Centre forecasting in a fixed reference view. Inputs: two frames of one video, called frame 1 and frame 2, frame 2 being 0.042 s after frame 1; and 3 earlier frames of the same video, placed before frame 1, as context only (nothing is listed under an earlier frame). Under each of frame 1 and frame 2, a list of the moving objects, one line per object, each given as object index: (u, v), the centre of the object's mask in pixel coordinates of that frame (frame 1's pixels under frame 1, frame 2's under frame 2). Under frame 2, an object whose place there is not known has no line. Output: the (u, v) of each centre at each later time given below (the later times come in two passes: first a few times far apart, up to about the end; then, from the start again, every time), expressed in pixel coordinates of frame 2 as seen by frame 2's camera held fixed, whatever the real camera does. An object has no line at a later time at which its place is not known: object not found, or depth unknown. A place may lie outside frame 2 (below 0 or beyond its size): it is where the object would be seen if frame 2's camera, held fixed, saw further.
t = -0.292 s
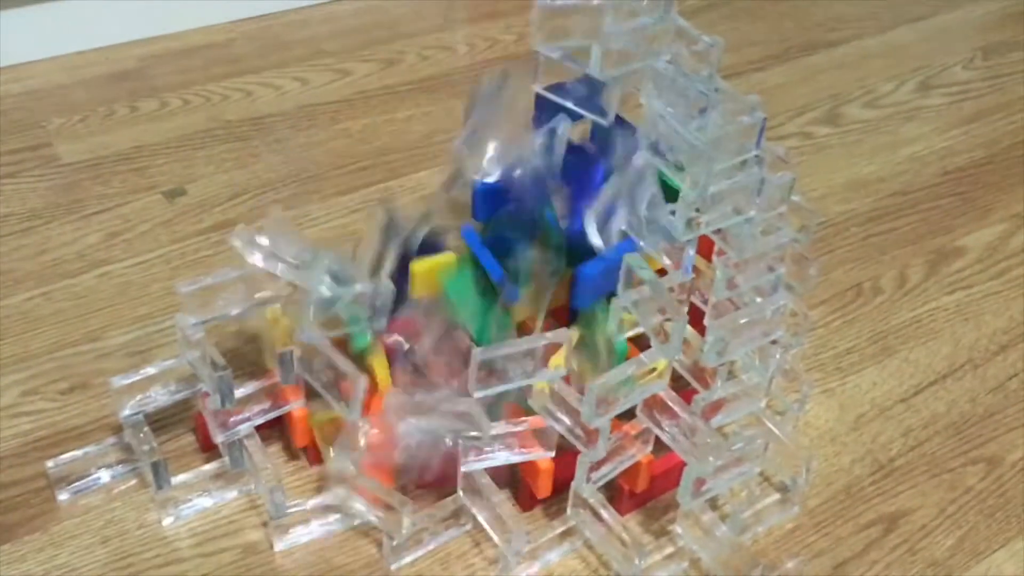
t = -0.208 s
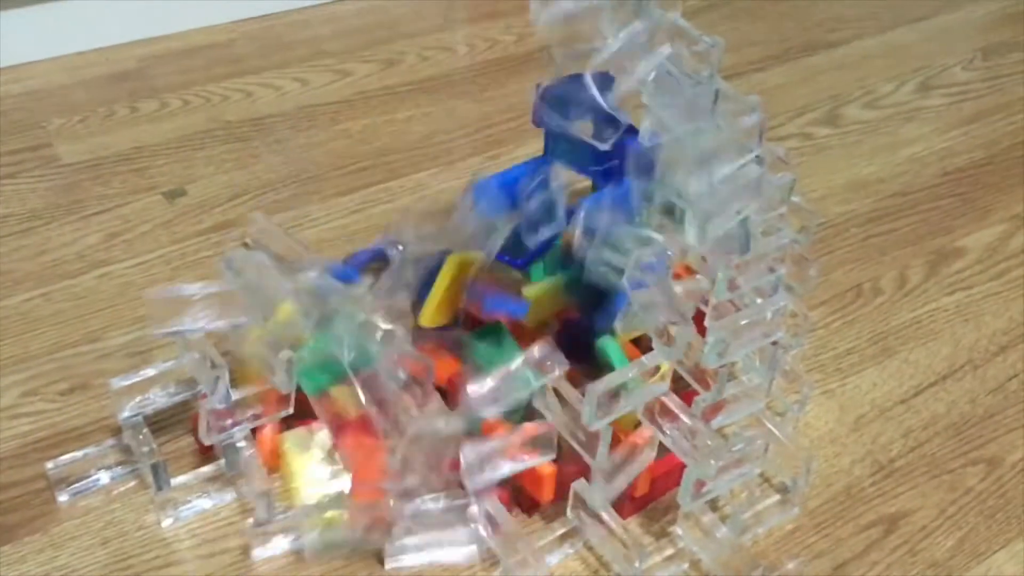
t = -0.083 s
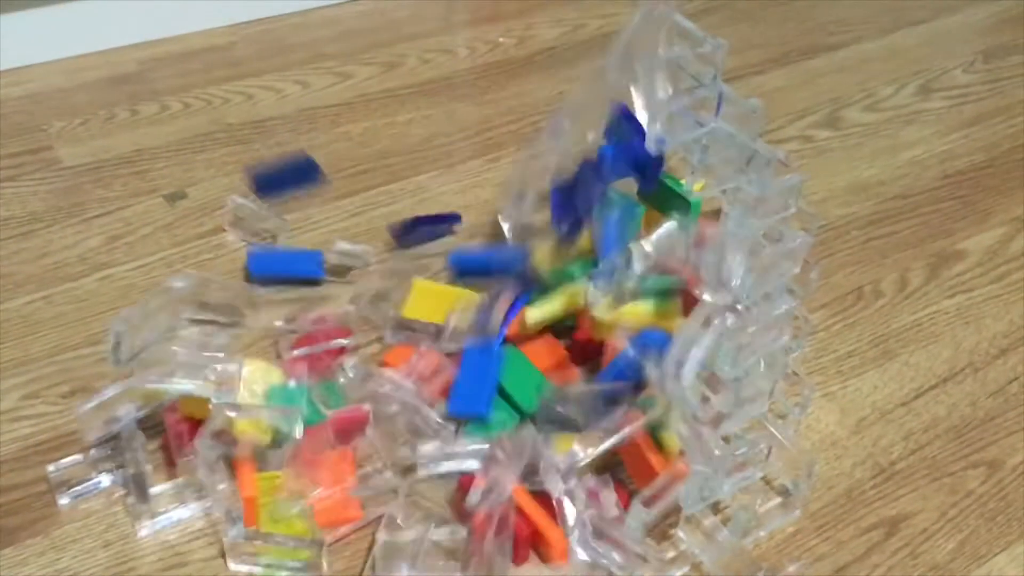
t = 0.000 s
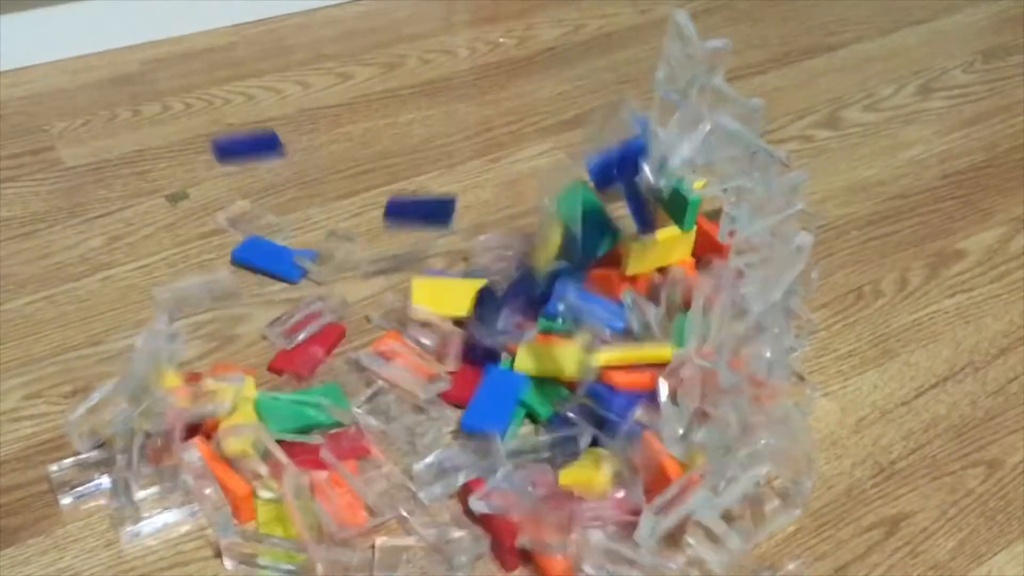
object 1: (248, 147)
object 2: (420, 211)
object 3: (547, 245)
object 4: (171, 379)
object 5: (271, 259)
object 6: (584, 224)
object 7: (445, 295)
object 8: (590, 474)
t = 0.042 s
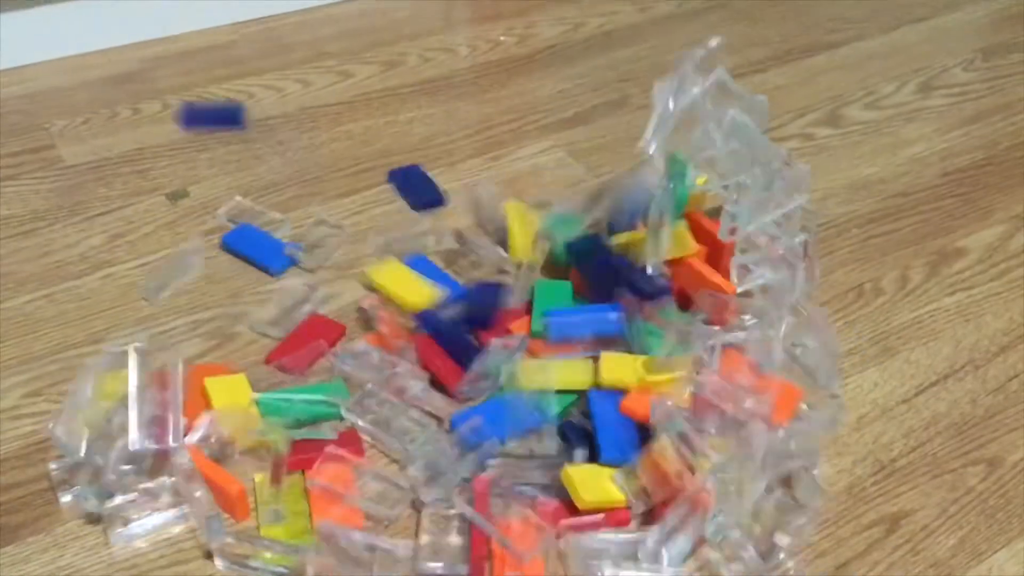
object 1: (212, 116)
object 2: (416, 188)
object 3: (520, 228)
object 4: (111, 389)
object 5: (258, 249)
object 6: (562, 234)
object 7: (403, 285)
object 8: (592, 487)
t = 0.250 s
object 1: (148, 60)
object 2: (412, 150)
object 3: (453, 174)
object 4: (43, 415)
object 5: (219, 243)
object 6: (531, 240)
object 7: (326, 263)
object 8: (606, 494)
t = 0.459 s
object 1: (141, 53)
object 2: (399, 137)
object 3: (453, 158)
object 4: (40, 416)
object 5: (216, 243)
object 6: (520, 236)
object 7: (323, 263)
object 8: (607, 502)
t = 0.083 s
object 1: (198, 103)
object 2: (415, 176)
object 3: (509, 225)
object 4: (86, 404)
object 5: (255, 249)
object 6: (559, 240)
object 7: (378, 278)
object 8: (594, 492)
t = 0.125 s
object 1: (185, 92)
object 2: (414, 169)
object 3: (481, 211)
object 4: (69, 407)
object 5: (252, 248)
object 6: (552, 246)
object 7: (355, 273)
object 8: (593, 493)
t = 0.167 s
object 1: (173, 82)
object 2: (414, 163)
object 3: (471, 206)
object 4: (57, 403)
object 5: (249, 247)
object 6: (544, 246)
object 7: (332, 265)
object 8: (602, 490)
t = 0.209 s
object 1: (155, 66)
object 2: (412, 154)
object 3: (459, 184)
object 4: (45, 413)
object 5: (227, 244)
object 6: (535, 241)
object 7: (329, 262)
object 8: (604, 493)
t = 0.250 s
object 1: (148, 60)
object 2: (412, 150)
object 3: (453, 174)
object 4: (43, 415)
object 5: (219, 243)
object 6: (531, 240)
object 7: (326, 263)
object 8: (606, 494)
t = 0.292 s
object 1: (144, 56)
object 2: (409, 147)
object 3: (451, 166)
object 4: (43, 417)
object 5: (215, 243)
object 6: (530, 240)
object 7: (324, 262)
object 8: (607, 495)
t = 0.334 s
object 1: (141, 53)
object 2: (401, 140)
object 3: (452, 159)
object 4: (40, 416)
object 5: (216, 243)
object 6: (527, 240)
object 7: (323, 263)
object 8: (607, 501)
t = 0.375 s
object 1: (141, 53)
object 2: (399, 138)
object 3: (453, 158)
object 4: (40, 416)
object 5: (216, 243)
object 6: (526, 239)
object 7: (323, 263)
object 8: (607, 501)
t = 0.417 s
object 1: (141, 53)
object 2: (399, 137)
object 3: (453, 158)
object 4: (40, 415)
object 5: (216, 243)
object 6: (521, 237)
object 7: (323, 263)
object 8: (606, 501)
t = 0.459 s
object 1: (141, 53)
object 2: (399, 137)
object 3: (453, 158)
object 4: (40, 416)
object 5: (216, 243)
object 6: (520, 236)
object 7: (323, 263)
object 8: (607, 502)
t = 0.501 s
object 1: (141, 53)
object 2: (399, 137)
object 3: (453, 158)
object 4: (40, 415)
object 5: (216, 243)
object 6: (519, 236)
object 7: (323, 263)
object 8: (607, 502)
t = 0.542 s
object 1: (141, 53)
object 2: (399, 137)
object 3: (453, 158)
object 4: (39, 415)
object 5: (216, 243)
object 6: (520, 236)
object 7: (323, 263)
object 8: (607, 501)
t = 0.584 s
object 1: (141, 53)
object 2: (399, 137)
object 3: (453, 158)
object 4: (40, 415)
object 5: (216, 243)
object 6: (520, 236)
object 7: (323, 263)
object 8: (606, 501)
